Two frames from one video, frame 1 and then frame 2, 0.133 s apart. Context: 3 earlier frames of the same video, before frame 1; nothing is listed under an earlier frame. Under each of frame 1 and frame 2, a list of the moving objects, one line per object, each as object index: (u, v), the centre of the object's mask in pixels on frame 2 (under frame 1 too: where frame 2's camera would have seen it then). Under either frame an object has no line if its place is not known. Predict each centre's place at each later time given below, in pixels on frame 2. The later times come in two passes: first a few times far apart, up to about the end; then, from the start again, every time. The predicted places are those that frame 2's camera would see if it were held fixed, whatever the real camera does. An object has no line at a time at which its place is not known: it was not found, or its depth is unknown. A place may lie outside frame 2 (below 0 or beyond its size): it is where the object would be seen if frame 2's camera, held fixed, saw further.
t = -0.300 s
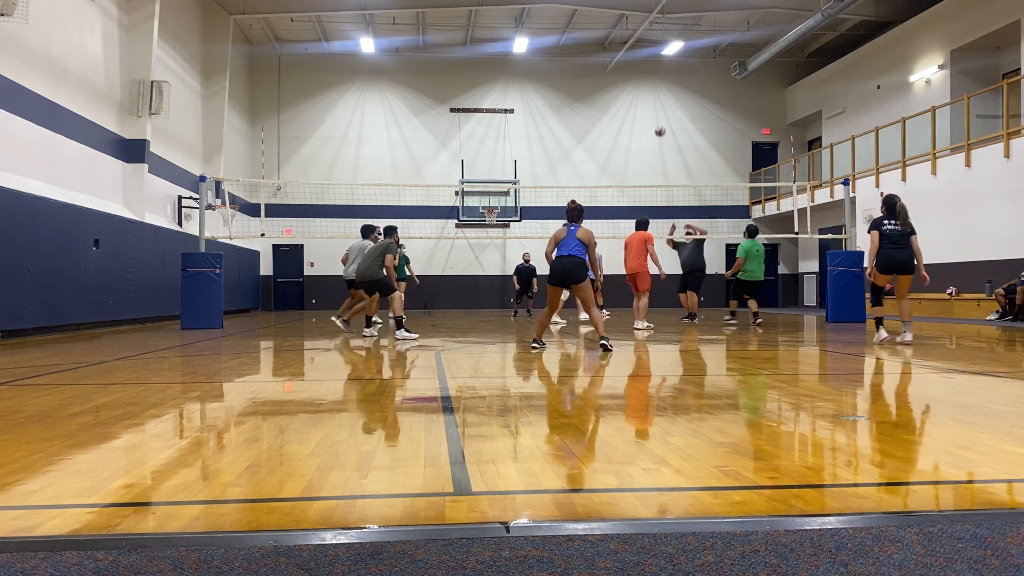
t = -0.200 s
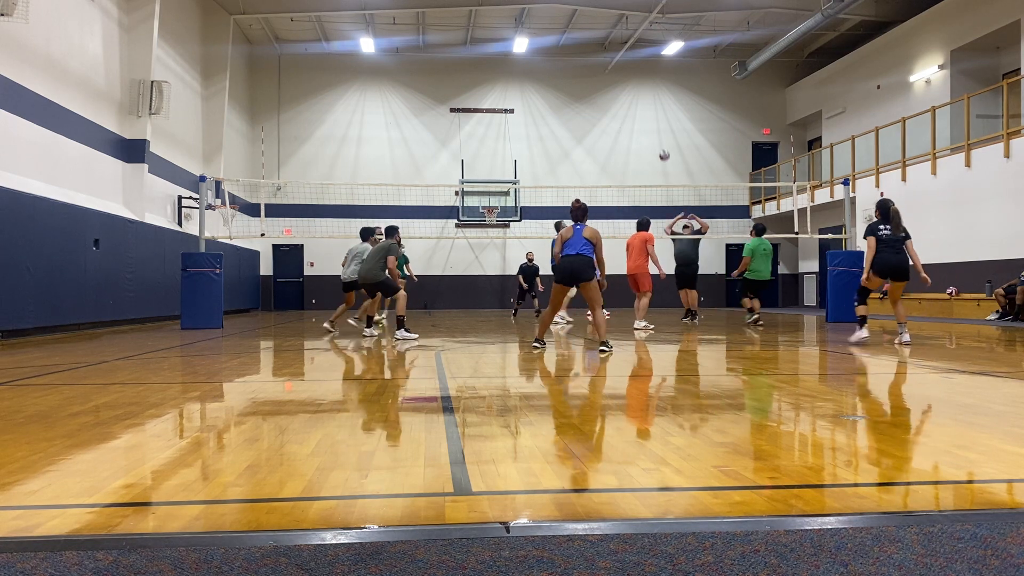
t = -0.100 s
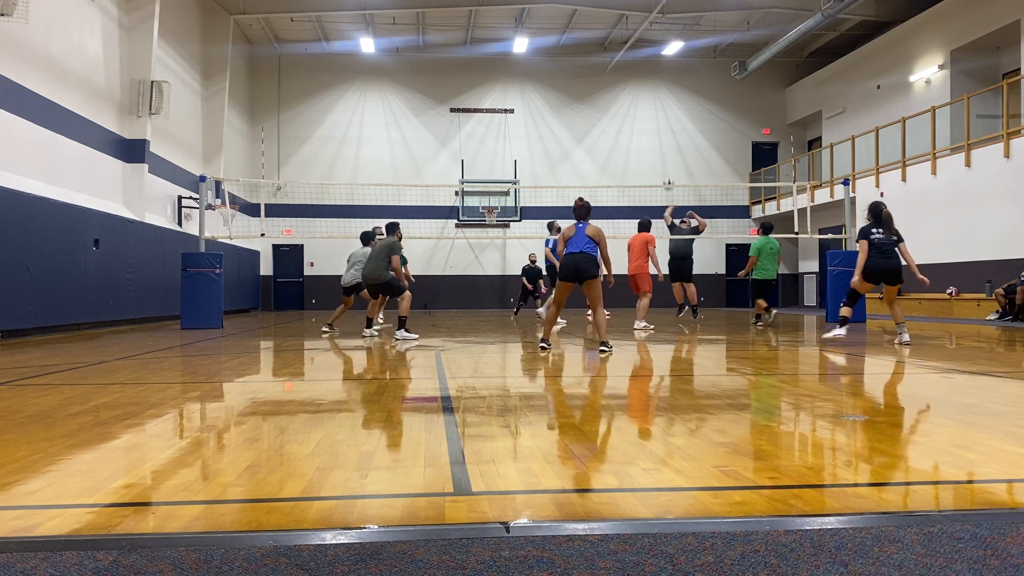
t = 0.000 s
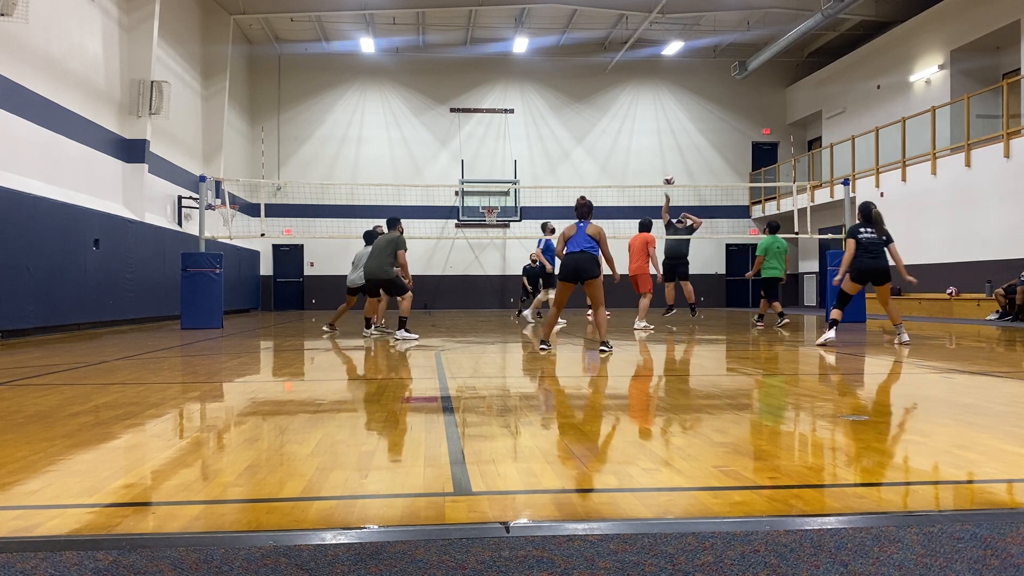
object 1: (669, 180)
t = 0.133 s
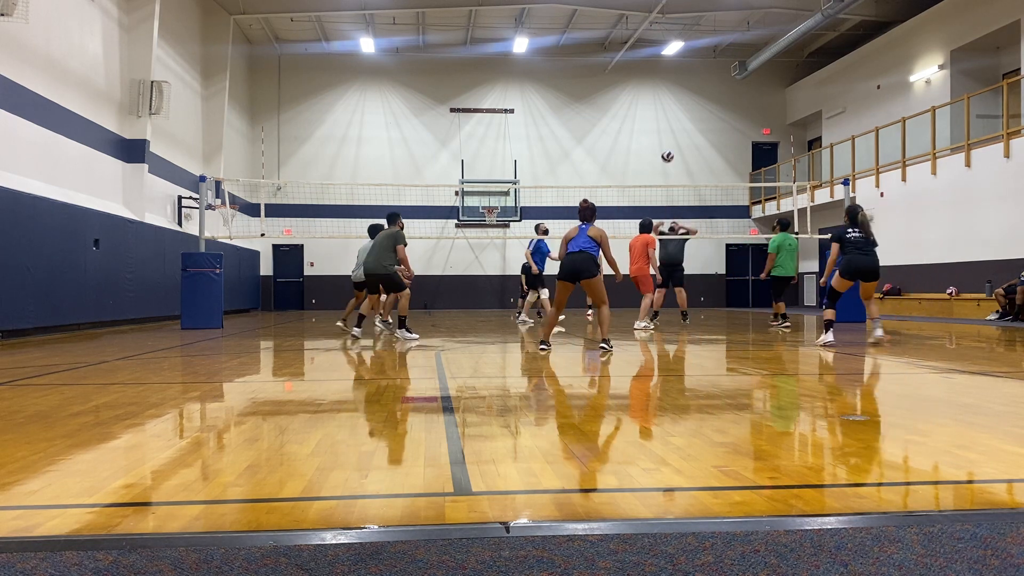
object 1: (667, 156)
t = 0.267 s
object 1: (666, 140)
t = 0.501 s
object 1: (661, 138)
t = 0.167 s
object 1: (667, 151)
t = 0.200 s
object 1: (667, 147)
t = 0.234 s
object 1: (666, 143)
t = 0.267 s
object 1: (666, 140)
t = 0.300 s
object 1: (665, 137)
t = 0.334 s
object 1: (664, 135)
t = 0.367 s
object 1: (664, 134)
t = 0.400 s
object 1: (663, 134)
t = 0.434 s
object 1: (663, 134)
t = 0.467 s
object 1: (662, 135)
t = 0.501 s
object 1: (661, 138)
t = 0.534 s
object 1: (660, 141)
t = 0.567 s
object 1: (659, 146)
